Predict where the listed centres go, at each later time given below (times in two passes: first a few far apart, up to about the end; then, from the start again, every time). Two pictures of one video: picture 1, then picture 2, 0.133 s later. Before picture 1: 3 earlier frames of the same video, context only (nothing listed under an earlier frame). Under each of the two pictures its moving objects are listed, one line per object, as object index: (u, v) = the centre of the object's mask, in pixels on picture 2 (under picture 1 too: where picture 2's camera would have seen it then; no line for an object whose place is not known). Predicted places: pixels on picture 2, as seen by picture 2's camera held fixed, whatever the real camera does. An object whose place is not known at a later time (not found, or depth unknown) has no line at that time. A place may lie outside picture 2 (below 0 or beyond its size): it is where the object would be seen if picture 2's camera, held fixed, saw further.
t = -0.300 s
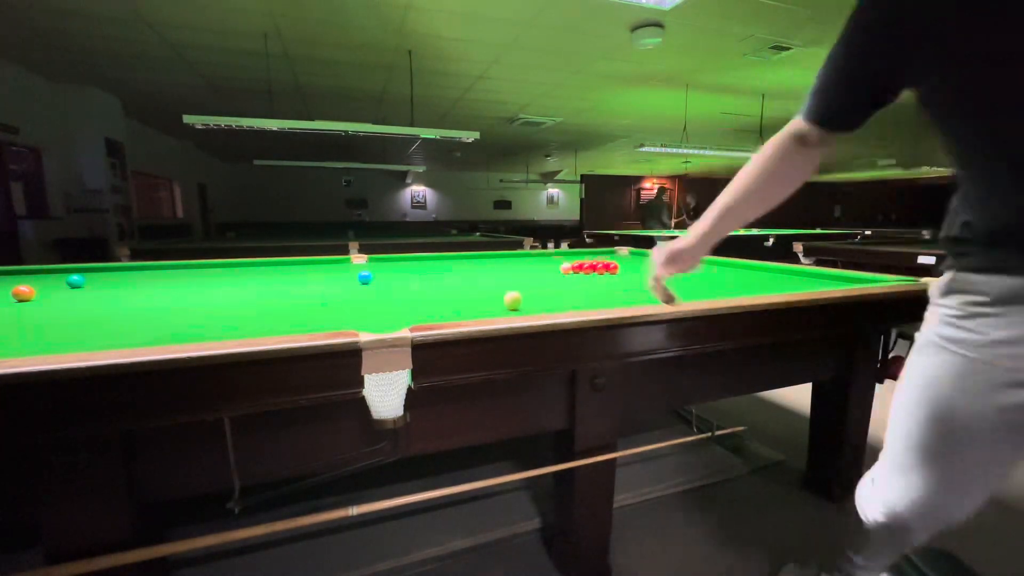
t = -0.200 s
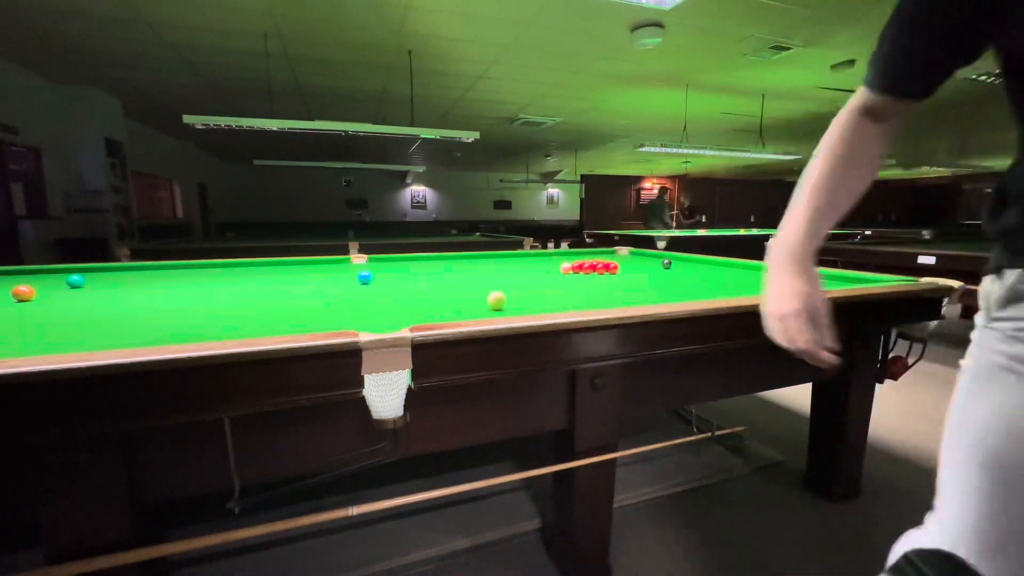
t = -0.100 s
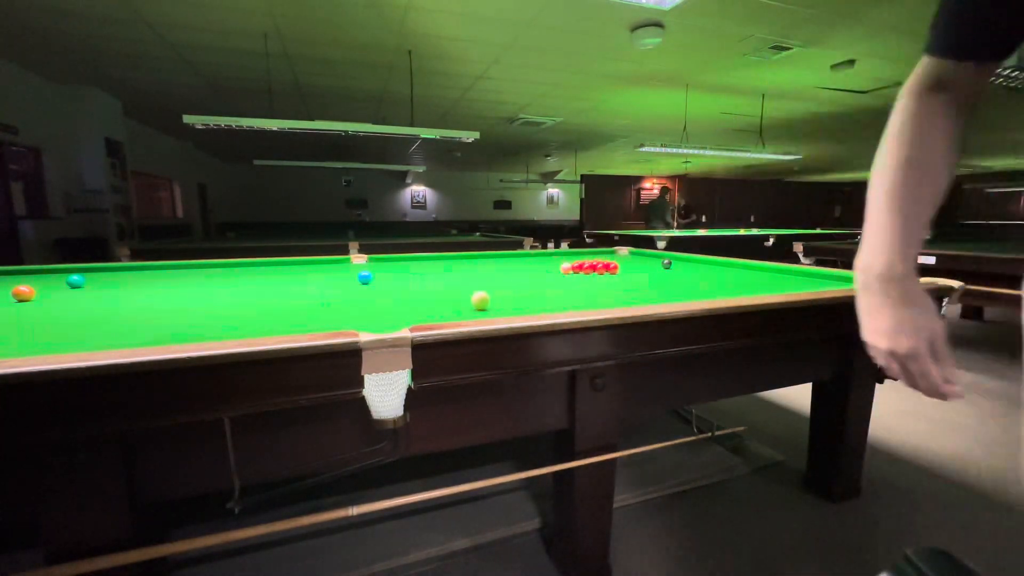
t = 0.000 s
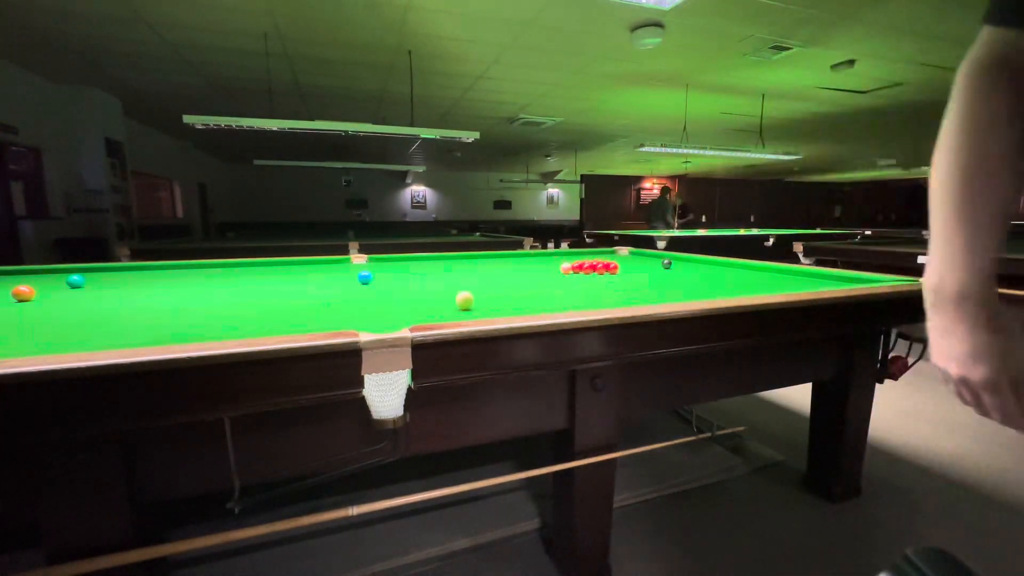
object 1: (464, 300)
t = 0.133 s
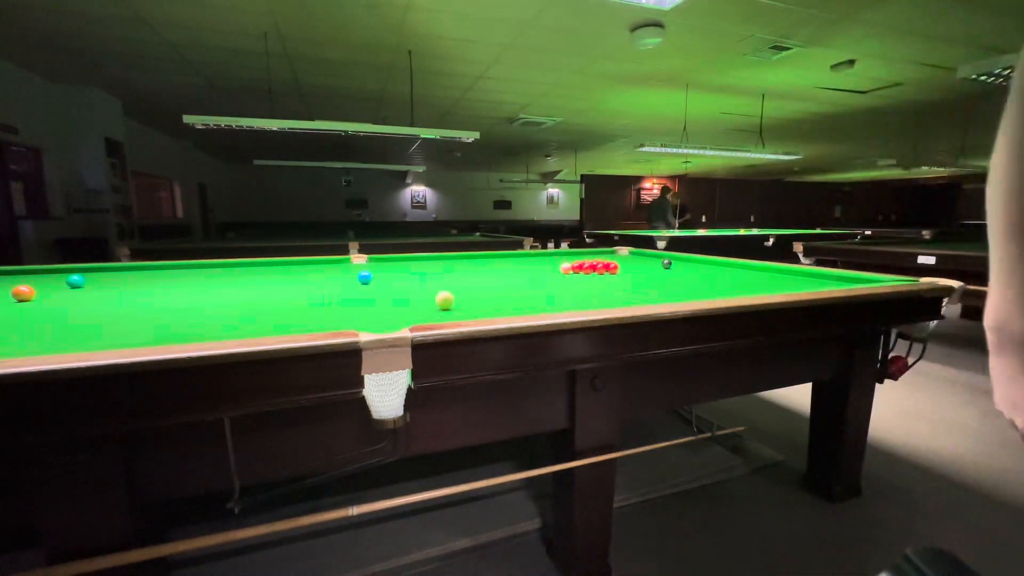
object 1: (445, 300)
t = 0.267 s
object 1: (425, 300)
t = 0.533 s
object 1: (389, 300)
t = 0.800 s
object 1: (355, 300)
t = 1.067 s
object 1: (325, 300)
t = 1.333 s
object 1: (298, 299)
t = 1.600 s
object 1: (273, 299)
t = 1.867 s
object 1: (252, 299)
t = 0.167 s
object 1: (440, 300)
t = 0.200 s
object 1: (434, 300)
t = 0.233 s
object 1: (430, 300)
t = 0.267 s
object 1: (425, 300)
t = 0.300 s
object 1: (420, 300)
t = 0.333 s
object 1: (416, 300)
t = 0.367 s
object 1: (412, 300)
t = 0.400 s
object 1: (407, 300)
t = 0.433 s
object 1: (402, 300)
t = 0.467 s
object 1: (398, 300)
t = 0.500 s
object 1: (393, 300)
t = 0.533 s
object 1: (389, 300)
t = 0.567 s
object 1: (384, 300)
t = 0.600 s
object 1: (380, 300)
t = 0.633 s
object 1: (376, 300)
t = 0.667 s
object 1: (372, 300)
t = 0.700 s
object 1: (368, 300)
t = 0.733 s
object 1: (364, 300)
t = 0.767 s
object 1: (359, 300)
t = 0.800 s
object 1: (355, 300)
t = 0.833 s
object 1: (351, 300)
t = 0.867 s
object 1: (348, 300)
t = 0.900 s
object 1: (344, 300)
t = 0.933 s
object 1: (340, 300)
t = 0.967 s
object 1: (336, 300)
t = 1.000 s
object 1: (333, 300)
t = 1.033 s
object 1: (329, 300)
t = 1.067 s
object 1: (325, 300)
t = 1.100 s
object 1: (322, 300)
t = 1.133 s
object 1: (318, 300)
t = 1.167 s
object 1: (314, 300)
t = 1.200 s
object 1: (311, 299)
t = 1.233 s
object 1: (308, 299)
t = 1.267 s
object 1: (304, 300)
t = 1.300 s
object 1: (301, 300)
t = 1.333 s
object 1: (298, 299)
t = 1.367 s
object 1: (295, 299)
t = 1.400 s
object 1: (292, 300)
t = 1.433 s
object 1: (288, 299)
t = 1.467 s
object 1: (286, 300)
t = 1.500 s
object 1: (282, 300)
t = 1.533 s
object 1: (279, 300)
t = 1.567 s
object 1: (276, 299)
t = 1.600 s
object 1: (273, 299)
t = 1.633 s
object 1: (271, 299)
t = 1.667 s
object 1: (268, 299)
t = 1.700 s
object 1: (265, 299)
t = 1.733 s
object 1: (263, 299)
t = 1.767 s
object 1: (260, 299)
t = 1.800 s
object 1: (257, 299)
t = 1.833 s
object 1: (254, 299)
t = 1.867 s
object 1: (252, 299)
